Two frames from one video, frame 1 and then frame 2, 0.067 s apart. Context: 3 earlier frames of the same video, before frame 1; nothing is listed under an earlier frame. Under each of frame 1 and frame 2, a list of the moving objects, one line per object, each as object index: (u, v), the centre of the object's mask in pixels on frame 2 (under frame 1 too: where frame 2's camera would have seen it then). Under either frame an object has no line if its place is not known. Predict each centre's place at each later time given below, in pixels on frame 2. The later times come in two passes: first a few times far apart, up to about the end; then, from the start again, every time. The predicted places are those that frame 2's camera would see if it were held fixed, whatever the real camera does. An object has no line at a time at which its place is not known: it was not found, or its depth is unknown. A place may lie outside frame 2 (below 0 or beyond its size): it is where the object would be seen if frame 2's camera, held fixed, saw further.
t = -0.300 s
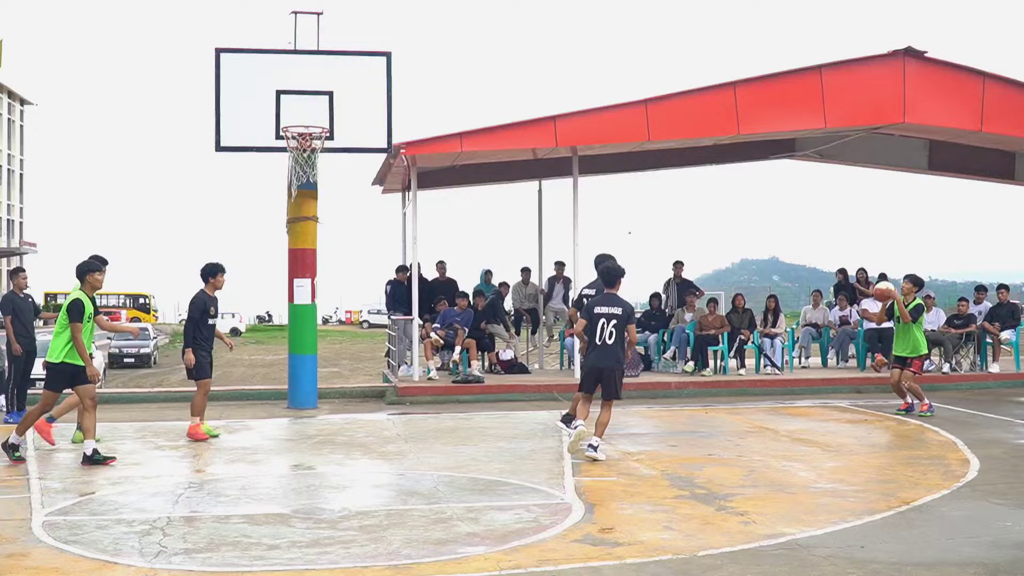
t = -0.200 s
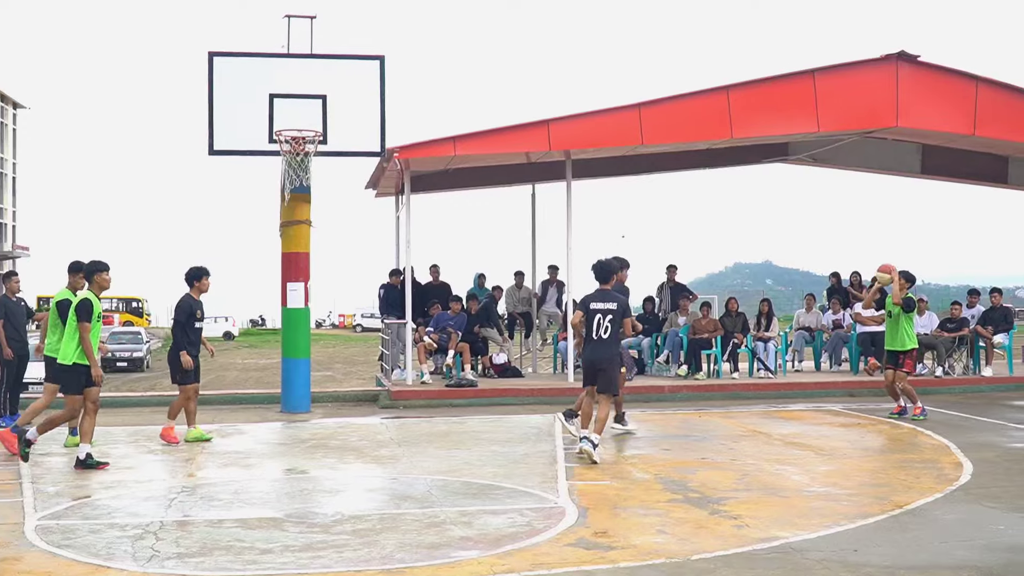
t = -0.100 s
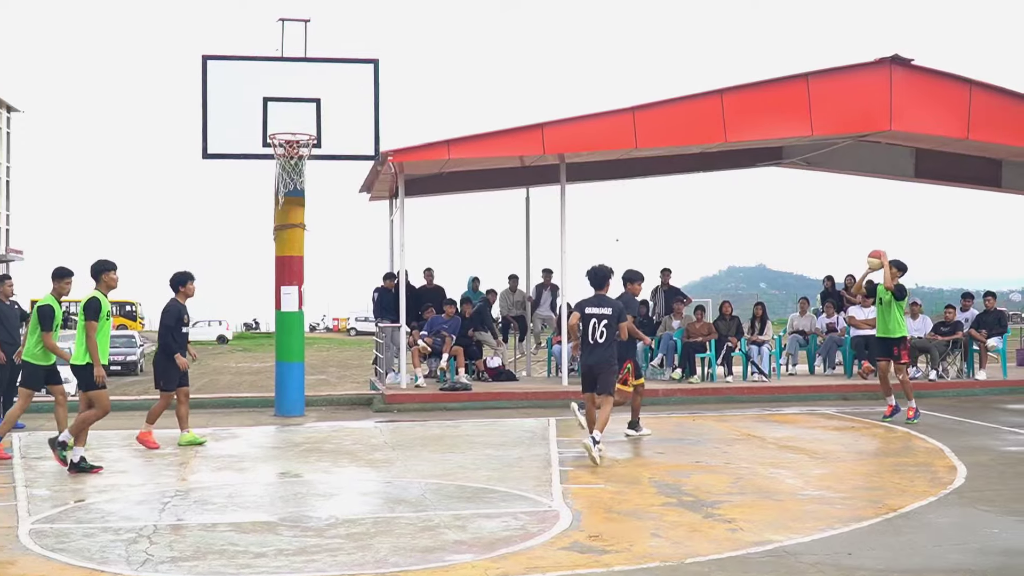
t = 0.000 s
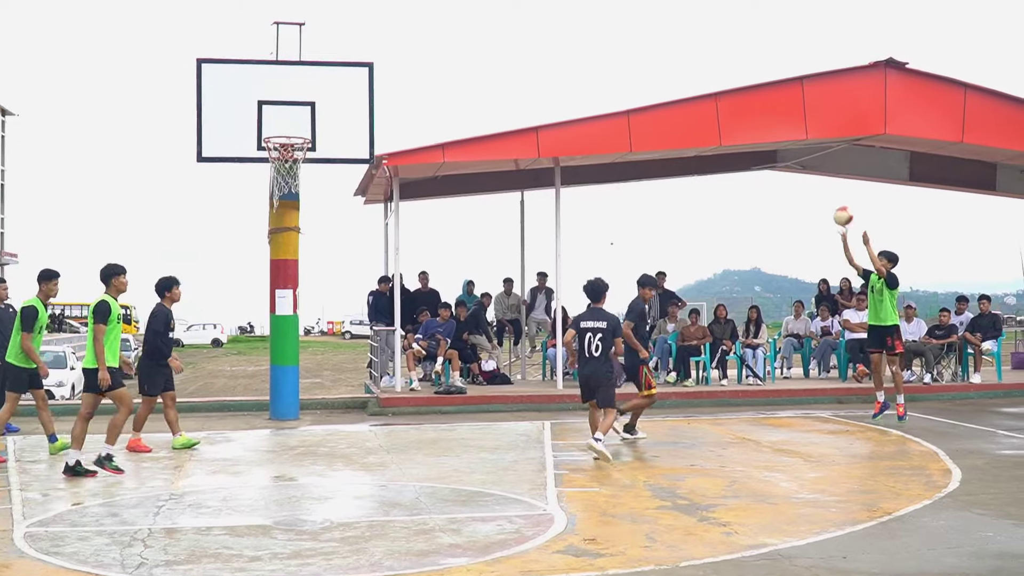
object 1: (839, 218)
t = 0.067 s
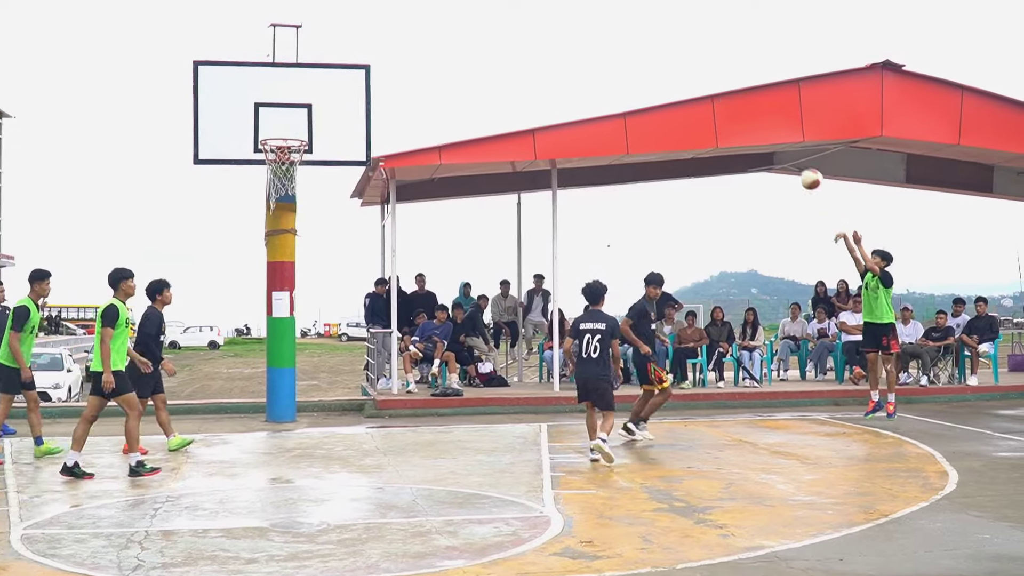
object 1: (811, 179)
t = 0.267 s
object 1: (724, 87)
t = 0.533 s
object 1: (605, 14)
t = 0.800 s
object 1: (482, 7)
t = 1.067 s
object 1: (358, 68)
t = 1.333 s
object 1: (262, 178)
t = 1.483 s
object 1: (254, 234)
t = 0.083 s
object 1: (804, 170)
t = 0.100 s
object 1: (797, 161)
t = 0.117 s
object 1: (790, 152)
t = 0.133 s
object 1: (783, 144)
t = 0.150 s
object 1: (775, 136)
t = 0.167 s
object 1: (768, 128)
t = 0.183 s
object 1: (761, 120)
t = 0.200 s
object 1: (753, 112)
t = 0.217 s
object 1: (746, 105)
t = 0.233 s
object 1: (739, 98)
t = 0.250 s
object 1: (731, 93)
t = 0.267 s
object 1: (724, 87)
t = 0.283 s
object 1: (717, 80)
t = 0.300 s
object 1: (709, 74)
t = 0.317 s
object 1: (702, 68)
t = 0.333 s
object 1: (695, 62)
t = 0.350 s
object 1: (687, 57)
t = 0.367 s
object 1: (680, 52)
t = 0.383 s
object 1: (673, 47)
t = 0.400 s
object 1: (665, 42)
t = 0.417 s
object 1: (658, 38)
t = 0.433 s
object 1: (650, 33)
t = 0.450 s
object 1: (643, 30)
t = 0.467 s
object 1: (636, 26)
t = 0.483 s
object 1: (628, 23)
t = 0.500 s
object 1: (621, 19)
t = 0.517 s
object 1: (613, 17)
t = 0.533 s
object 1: (605, 14)
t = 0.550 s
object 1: (598, 12)
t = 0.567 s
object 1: (590, 10)
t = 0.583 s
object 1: (583, 8)
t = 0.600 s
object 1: (575, 7)
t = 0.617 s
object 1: (567, 5)
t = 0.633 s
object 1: (560, 4)
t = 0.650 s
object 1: (552, 3)
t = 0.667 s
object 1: (544, 3)
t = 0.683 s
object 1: (536, 3)
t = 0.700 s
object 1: (528, 3)
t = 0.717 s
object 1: (521, 3)
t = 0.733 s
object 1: (513, 3)
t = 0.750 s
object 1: (506, 3)
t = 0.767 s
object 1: (498, 4)
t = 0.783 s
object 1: (490, 5)
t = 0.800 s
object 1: (482, 7)
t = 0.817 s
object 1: (474, 9)
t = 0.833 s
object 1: (467, 11)
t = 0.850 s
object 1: (459, 13)
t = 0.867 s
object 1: (451, 16)
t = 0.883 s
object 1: (444, 18)
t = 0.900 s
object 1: (436, 21)
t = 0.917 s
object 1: (428, 25)
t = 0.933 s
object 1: (420, 29)
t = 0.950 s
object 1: (412, 32)
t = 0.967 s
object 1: (405, 37)
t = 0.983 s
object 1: (397, 41)
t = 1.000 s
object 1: (389, 46)
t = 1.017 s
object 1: (381, 51)
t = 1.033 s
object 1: (373, 56)
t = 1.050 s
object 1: (365, 62)
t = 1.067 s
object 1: (358, 68)
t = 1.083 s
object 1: (350, 73)
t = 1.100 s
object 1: (342, 78)
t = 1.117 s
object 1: (334, 86)
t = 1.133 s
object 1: (326, 93)
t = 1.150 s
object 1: (318, 100)
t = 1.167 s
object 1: (310, 108)
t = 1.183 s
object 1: (302, 115)
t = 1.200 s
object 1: (294, 124)
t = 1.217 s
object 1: (286, 131)
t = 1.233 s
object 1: (276, 138)
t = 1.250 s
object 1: (271, 149)
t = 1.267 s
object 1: (268, 158)
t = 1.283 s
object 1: (265, 164)
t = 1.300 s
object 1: (263, 169)
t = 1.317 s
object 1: (263, 174)
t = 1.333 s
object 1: (262, 178)
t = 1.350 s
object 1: (261, 184)
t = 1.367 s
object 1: (261, 190)
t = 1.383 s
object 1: (260, 196)
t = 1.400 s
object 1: (259, 201)
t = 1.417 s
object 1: (258, 207)
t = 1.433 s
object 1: (258, 212)
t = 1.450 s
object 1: (257, 219)
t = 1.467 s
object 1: (257, 227)
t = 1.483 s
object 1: (254, 234)
